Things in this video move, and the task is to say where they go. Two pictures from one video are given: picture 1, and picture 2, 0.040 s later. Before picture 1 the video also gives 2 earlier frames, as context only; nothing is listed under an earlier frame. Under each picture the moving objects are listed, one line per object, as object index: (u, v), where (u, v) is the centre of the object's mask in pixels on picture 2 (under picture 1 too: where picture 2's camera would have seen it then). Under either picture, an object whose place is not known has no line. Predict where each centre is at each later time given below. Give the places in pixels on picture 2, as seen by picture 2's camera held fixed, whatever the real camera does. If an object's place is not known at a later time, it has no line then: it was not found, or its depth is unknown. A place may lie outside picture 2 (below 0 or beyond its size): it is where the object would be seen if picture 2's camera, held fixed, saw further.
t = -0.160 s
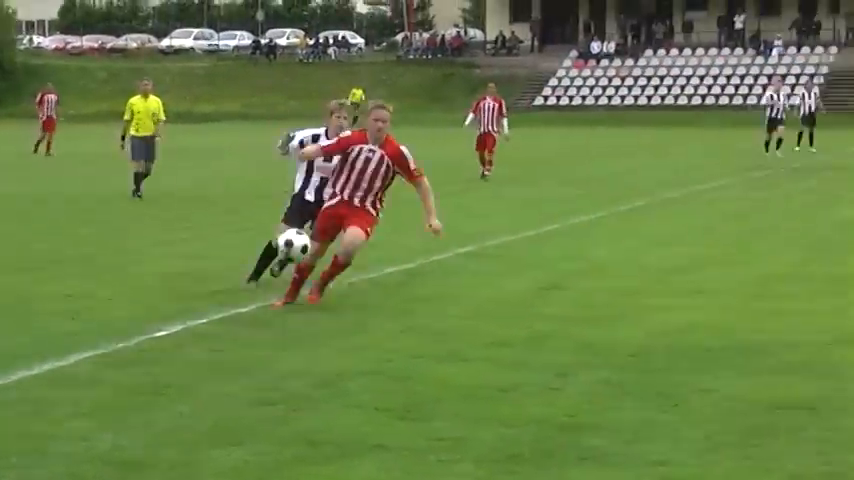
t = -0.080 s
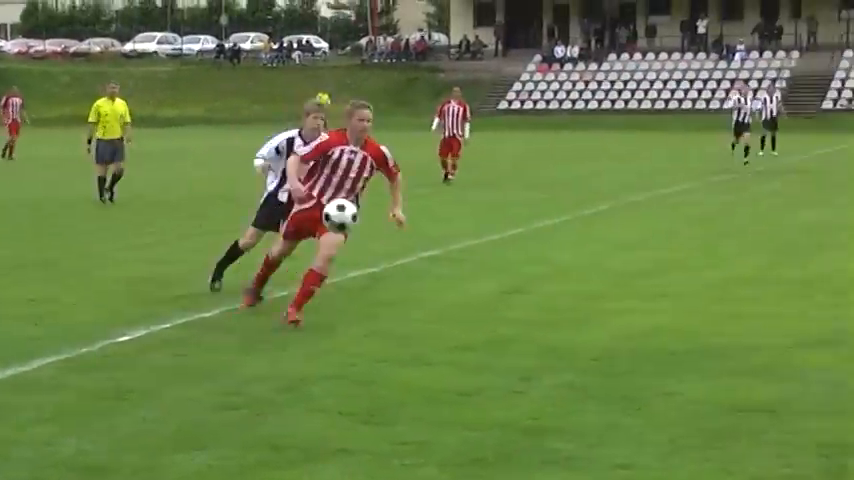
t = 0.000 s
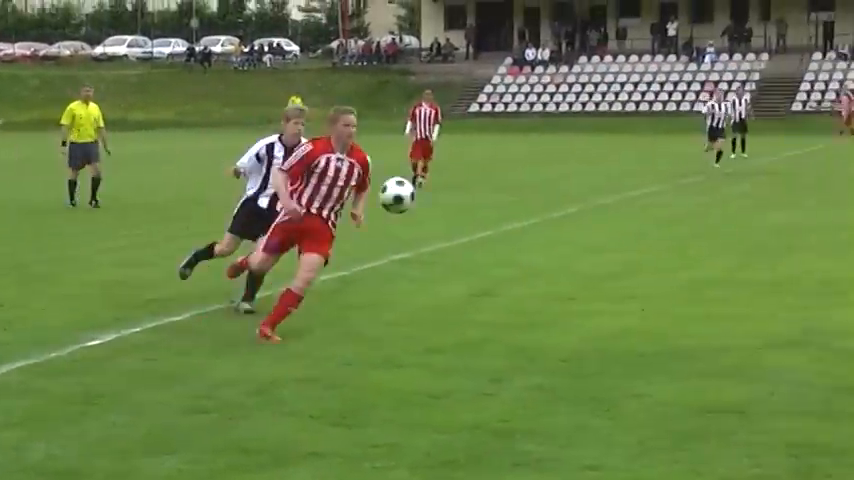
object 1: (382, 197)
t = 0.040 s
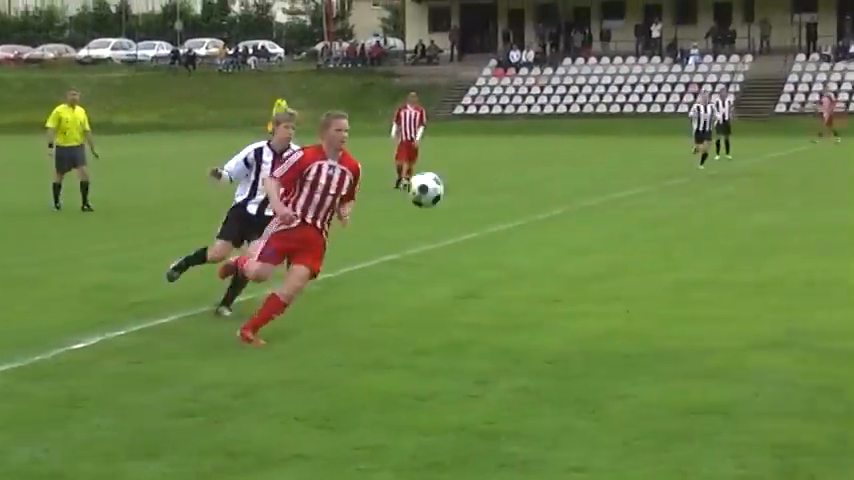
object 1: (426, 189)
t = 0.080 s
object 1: (469, 184)
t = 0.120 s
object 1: (514, 182)
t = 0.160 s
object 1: (559, 182)
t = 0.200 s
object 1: (605, 186)
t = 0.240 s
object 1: (651, 193)
